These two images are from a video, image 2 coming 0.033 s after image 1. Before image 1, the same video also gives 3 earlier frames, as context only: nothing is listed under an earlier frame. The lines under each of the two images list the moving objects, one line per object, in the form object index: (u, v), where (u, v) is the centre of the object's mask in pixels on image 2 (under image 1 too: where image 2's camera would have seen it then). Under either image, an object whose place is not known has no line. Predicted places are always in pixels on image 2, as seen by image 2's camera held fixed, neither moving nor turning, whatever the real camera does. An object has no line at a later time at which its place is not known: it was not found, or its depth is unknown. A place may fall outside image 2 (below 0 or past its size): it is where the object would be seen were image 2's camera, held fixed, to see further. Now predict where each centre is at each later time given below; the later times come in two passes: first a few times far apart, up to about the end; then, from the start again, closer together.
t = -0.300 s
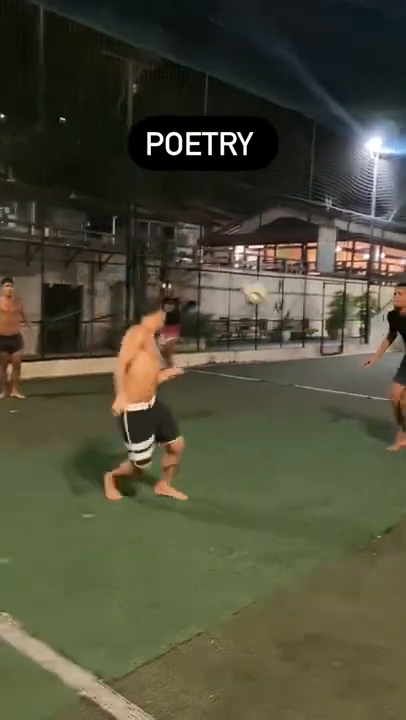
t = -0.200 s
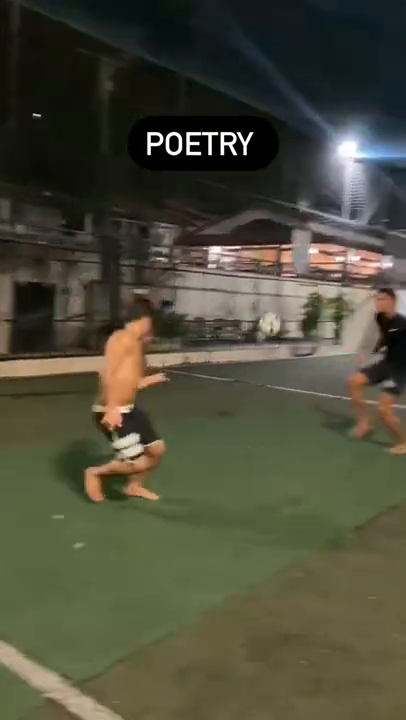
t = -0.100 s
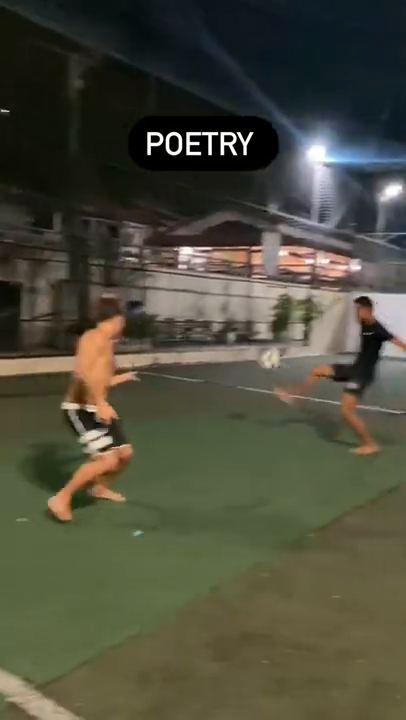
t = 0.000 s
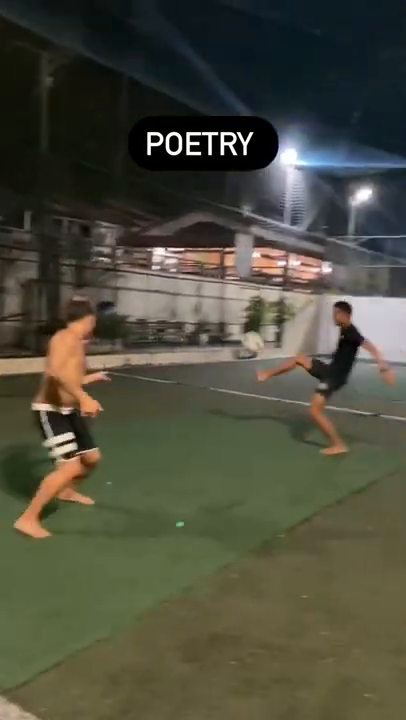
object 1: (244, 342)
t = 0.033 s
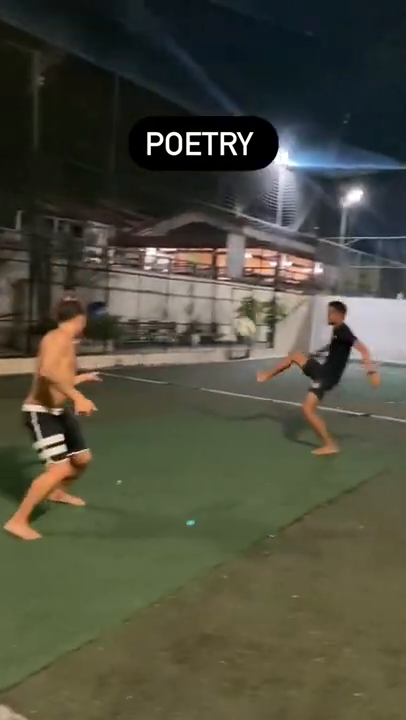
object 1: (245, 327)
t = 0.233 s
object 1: (247, 250)
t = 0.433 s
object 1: (246, 206)
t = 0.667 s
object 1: (240, 200)
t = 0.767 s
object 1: (235, 217)
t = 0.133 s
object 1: (247, 286)
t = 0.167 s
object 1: (247, 272)
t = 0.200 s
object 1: (246, 262)
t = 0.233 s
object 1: (247, 250)
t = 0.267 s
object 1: (248, 240)
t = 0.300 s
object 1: (247, 231)
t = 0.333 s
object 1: (247, 224)
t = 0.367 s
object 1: (247, 216)
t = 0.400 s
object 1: (247, 210)
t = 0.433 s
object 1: (246, 206)
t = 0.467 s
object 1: (246, 202)
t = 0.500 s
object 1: (245, 198)
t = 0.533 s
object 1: (244, 197)
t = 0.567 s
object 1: (243, 196)
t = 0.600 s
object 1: (242, 197)
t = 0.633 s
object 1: (241, 198)
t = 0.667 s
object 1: (240, 200)
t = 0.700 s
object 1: (239, 204)
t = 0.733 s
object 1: (238, 210)
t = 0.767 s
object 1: (235, 217)
